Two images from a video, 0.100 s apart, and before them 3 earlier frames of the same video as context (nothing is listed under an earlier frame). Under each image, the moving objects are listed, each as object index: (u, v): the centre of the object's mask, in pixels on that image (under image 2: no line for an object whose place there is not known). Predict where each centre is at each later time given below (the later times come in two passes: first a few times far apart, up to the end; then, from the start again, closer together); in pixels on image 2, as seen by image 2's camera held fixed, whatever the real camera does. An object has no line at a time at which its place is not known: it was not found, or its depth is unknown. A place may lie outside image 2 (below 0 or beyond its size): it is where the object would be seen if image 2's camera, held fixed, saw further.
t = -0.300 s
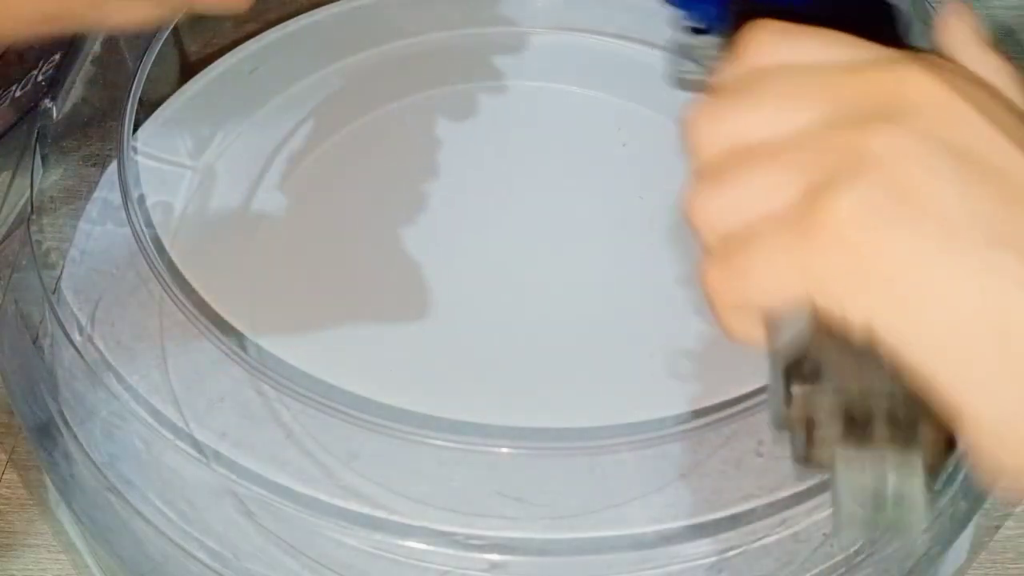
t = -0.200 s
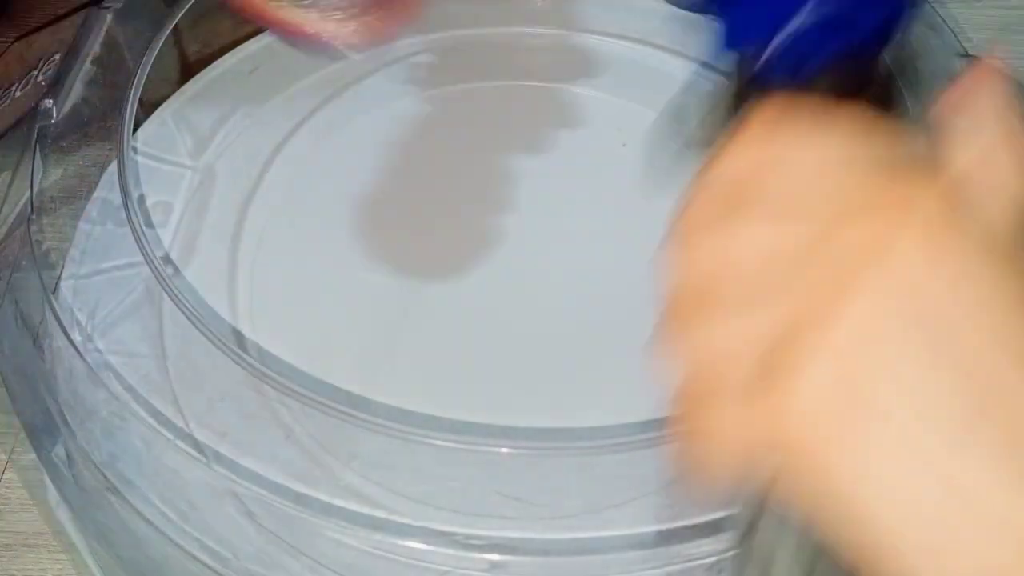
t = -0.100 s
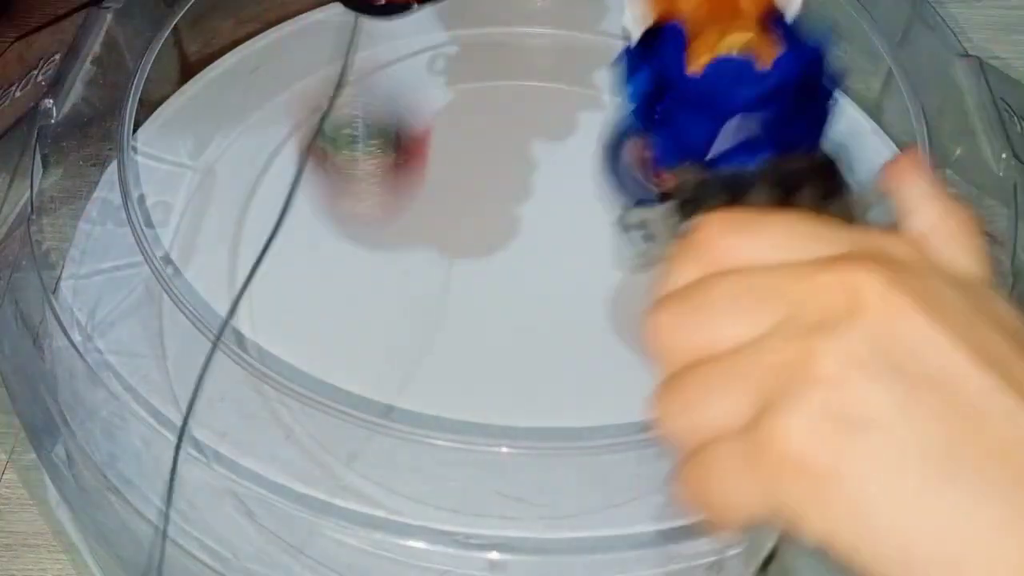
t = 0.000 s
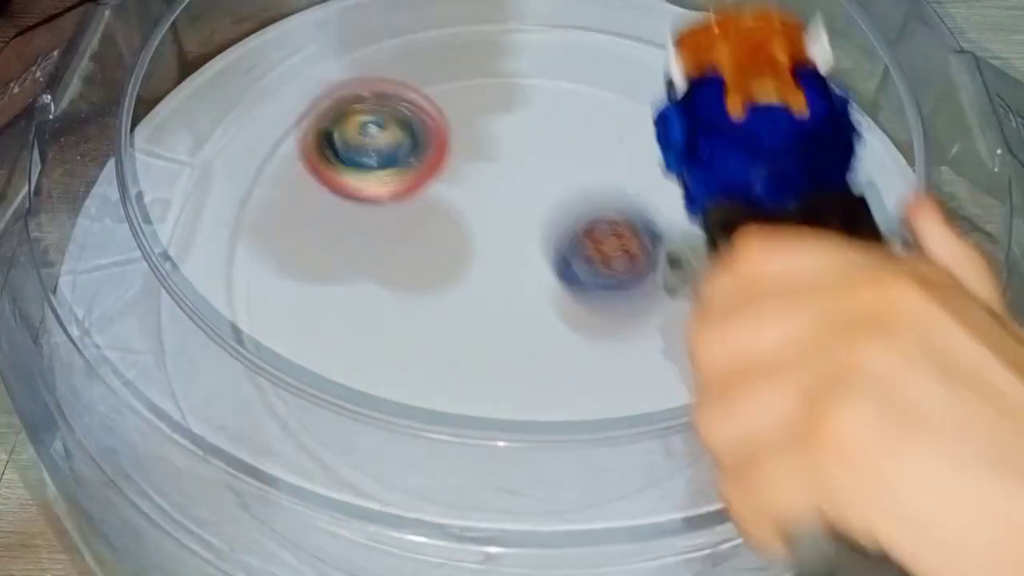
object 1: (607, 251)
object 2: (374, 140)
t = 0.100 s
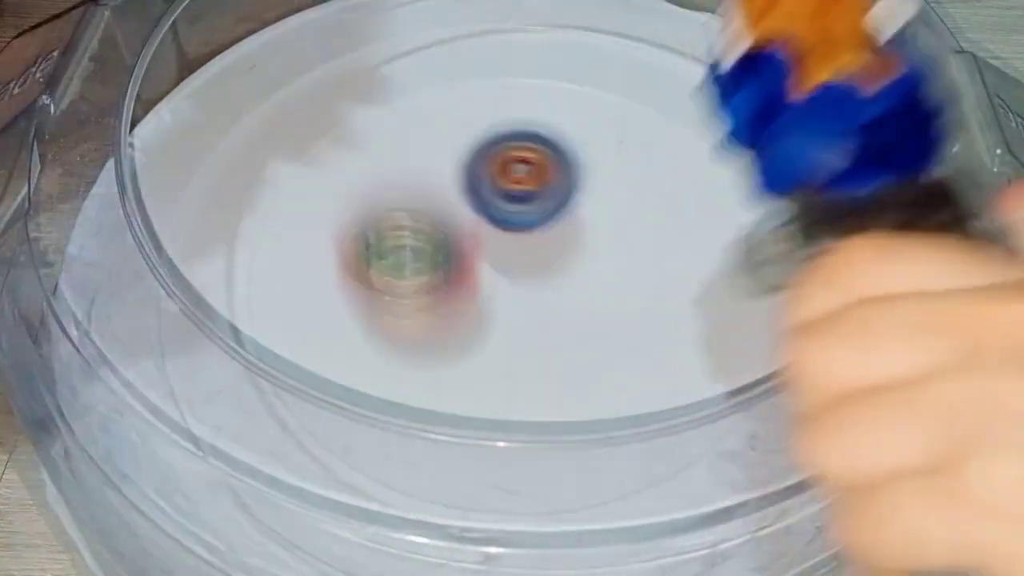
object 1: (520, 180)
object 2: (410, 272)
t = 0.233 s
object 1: (452, 133)
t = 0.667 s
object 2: (558, 17)
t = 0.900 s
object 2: (342, 24)
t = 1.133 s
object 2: (265, 137)
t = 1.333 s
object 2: (194, 313)
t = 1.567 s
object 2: (320, 513)
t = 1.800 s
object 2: (642, 526)
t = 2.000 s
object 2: (794, 428)
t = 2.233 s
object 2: (805, 255)
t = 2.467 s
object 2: (608, 171)
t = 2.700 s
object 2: (280, 236)
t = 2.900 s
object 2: (289, 500)
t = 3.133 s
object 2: (669, 525)
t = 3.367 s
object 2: (796, 398)
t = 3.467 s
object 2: (812, 324)
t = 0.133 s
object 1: (504, 183)
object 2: (419, 312)
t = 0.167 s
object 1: (487, 165)
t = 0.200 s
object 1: (469, 141)
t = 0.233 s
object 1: (452, 133)
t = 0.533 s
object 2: (672, 101)
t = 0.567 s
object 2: (643, 67)
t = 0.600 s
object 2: (615, 40)
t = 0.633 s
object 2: (589, 25)
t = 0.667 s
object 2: (558, 17)
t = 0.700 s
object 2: (521, 16)
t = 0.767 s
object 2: (446, 14)
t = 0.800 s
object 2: (414, 14)
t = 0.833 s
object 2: (384, 14)
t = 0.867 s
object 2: (363, 18)
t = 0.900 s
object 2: (342, 24)
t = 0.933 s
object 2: (324, 29)
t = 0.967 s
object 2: (310, 37)
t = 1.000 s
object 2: (299, 56)
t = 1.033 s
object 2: (289, 79)
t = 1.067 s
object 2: (278, 99)
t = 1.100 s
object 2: (271, 118)
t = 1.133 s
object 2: (265, 137)
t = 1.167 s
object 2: (261, 154)
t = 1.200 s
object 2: (258, 177)
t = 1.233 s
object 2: (237, 211)
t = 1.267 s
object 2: (219, 243)
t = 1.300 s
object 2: (201, 280)
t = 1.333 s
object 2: (194, 313)
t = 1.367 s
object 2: (195, 345)
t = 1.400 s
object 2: (207, 376)
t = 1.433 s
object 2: (217, 411)
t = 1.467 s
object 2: (231, 445)
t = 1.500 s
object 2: (257, 473)
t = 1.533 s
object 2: (284, 497)
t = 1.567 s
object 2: (320, 513)
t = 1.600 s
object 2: (370, 523)
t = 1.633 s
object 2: (420, 529)
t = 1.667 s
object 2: (465, 533)
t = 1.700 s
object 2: (511, 533)
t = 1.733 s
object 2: (556, 533)
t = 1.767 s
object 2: (602, 531)
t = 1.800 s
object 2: (642, 526)
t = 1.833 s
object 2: (681, 519)
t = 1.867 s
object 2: (712, 512)
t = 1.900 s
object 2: (742, 499)
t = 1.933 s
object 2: (764, 480)
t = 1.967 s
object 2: (783, 457)
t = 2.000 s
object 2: (794, 428)
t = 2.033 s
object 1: (803, 135)
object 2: (806, 405)
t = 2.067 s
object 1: (796, 125)
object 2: (814, 381)
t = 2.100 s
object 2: (819, 353)
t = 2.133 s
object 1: (778, 108)
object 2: (817, 326)
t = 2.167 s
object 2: (807, 295)
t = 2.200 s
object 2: (810, 273)
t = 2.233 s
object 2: (805, 255)
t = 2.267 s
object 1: (770, 111)
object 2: (795, 230)
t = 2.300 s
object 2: (779, 215)
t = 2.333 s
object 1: (774, 96)
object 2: (756, 214)
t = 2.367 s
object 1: (766, 84)
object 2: (725, 206)
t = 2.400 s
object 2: (690, 196)
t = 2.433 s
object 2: (651, 184)
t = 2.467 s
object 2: (608, 171)
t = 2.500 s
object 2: (562, 159)
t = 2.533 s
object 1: (693, 53)
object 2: (513, 152)
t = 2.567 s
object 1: (685, 50)
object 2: (463, 152)
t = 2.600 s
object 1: (676, 47)
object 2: (411, 160)
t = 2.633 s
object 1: (666, 46)
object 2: (364, 176)
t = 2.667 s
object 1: (657, 45)
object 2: (316, 198)
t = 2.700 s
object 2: (280, 236)
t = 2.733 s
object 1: (636, 46)
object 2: (251, 282)
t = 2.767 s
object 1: (626, 47)
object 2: (232, 339)
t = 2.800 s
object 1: (615, 50)
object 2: (222, 392)
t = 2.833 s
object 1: (604, 53)
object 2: (215, 439)
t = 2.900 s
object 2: (289, 500)
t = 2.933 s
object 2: (337, 515)
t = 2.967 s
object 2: (394, 527)
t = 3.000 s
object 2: (446, 533)
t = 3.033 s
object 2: (506, 534)
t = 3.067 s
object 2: (564, 533)
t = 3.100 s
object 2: (623, 530)
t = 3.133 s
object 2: (669, 525)
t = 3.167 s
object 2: (710, 516)
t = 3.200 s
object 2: (743, 505)
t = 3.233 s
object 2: (764, 490)
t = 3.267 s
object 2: (780, 470)
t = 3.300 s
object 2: (793, 452)
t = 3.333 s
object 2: (793, 420)
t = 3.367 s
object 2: (796, 398)
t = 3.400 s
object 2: (796, 373)
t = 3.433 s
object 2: (798, 351)
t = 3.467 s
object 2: (812, 324)
